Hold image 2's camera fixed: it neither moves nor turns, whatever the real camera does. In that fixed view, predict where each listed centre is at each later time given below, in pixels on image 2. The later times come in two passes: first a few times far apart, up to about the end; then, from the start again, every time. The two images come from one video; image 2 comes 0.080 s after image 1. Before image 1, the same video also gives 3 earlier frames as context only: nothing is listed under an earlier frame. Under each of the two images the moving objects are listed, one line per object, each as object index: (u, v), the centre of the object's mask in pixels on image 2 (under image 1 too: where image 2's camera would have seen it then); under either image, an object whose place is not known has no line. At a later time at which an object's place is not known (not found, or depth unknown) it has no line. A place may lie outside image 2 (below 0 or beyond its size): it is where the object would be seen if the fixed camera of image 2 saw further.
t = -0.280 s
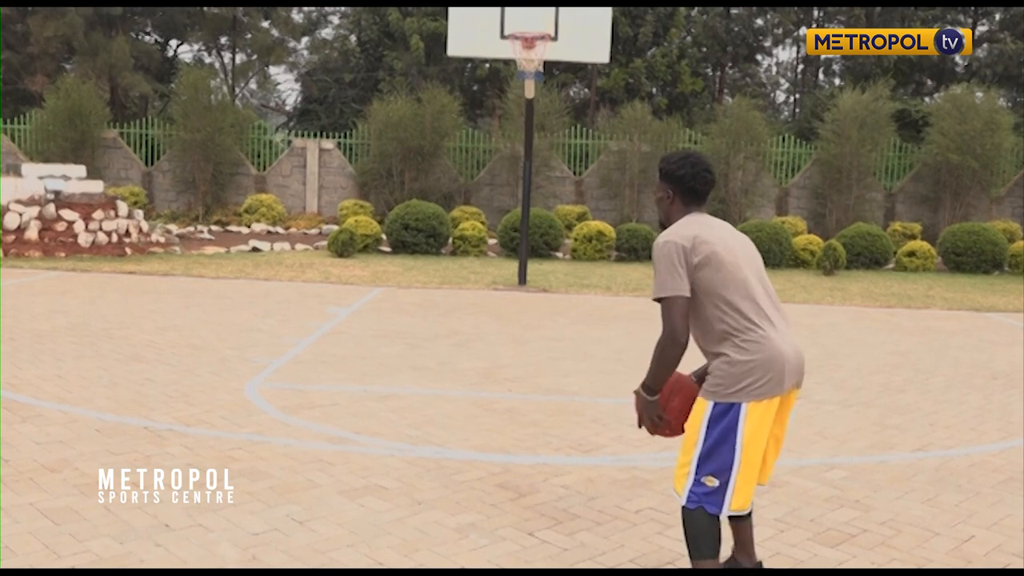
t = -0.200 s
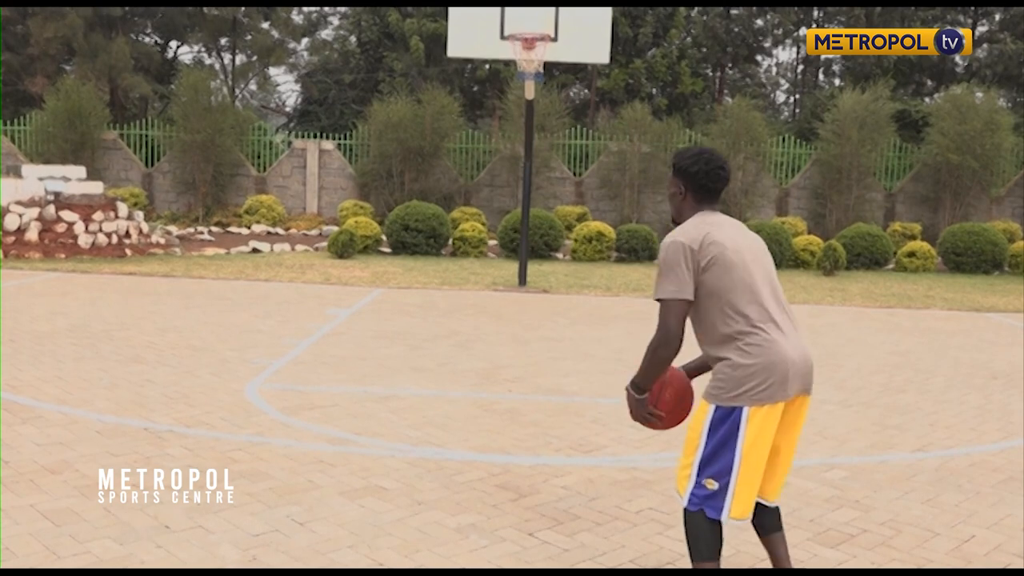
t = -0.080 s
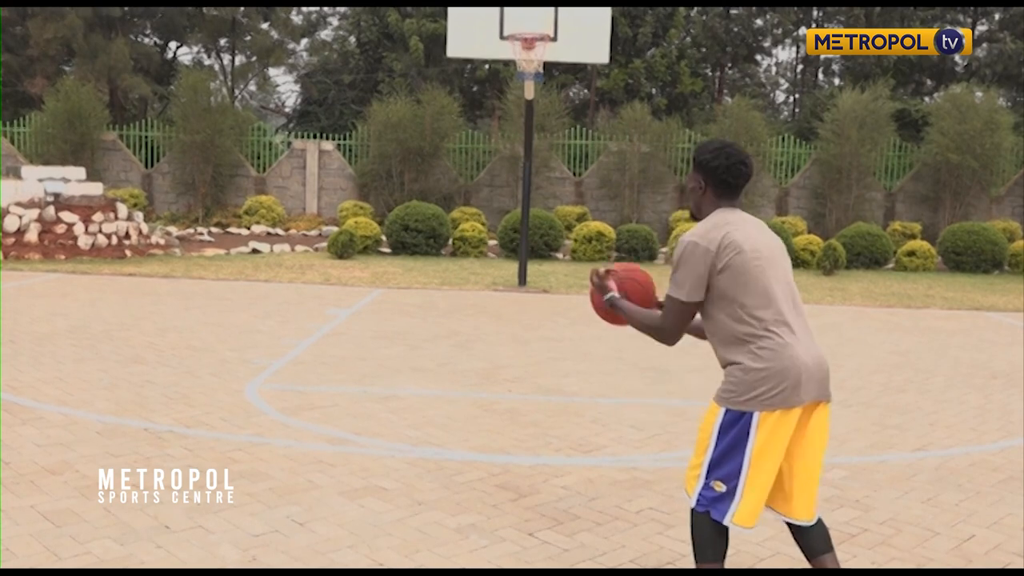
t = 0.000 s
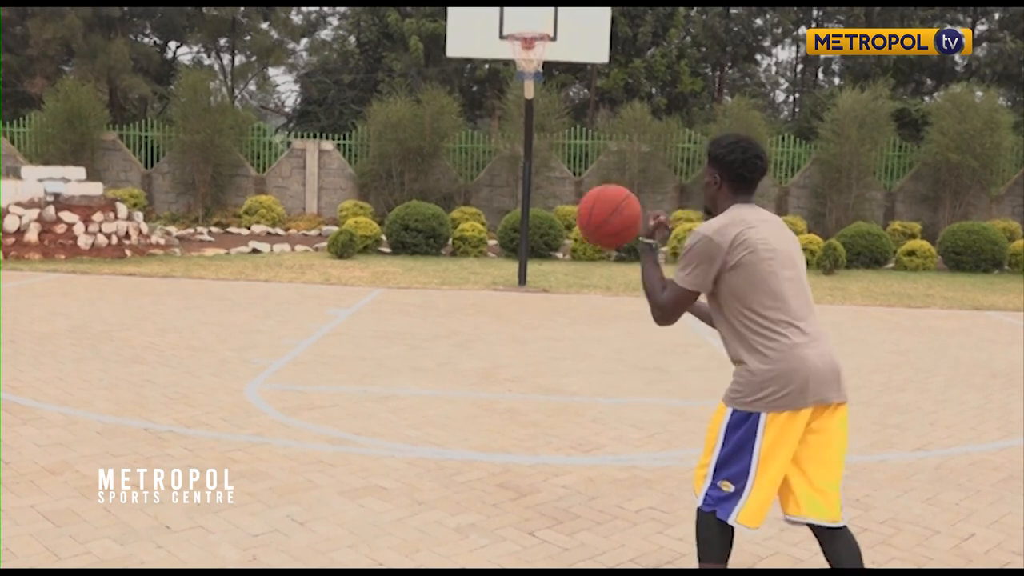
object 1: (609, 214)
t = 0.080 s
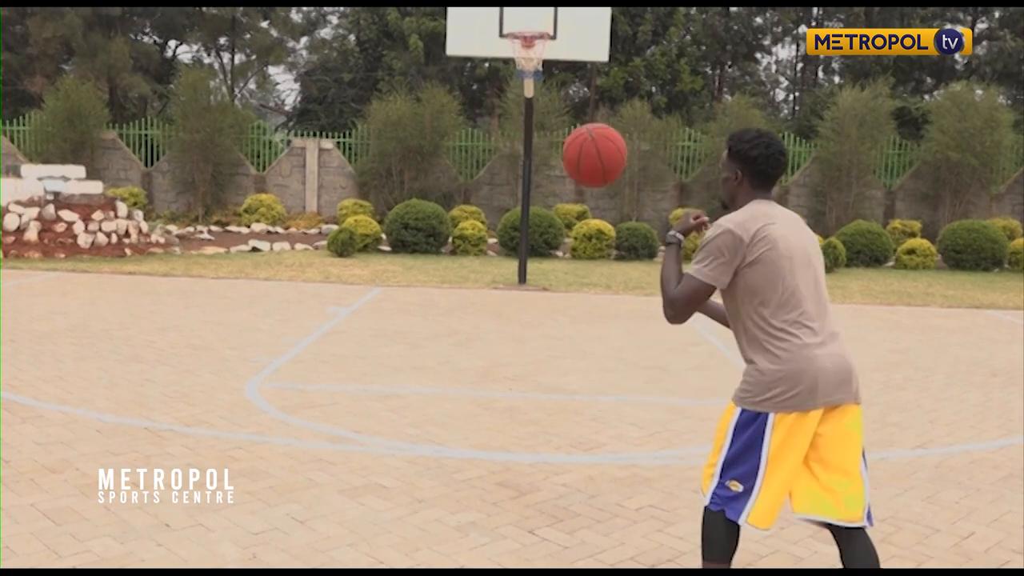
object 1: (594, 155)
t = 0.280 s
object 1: (557, 79)
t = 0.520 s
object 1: (511, 123)
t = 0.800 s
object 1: (457, 337)
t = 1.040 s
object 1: (463, 388)
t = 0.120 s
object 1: (587, 131)
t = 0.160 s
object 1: (580, 112)
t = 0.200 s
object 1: (572, 97)
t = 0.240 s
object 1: (565, 87)
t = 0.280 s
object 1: (557, 79)
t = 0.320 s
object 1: (550, 77)
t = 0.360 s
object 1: (542, 79)
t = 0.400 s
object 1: (534, 84)
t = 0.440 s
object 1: (527, 93)
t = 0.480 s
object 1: (519, 106)
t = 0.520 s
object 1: (511, 123)
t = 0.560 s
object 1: (503, 144)
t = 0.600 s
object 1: (495, 168)
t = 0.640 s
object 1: (488, 195)
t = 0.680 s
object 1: (480, 226)
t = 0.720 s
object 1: (472, 260)
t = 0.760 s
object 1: (465, 297)
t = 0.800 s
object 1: (457, 337)
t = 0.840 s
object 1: (449, 380)
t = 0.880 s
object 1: (441, 424)
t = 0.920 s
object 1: (434, 471)
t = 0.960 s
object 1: (441, 456)
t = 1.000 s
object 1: (451, 421)
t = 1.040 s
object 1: (463, 388)
